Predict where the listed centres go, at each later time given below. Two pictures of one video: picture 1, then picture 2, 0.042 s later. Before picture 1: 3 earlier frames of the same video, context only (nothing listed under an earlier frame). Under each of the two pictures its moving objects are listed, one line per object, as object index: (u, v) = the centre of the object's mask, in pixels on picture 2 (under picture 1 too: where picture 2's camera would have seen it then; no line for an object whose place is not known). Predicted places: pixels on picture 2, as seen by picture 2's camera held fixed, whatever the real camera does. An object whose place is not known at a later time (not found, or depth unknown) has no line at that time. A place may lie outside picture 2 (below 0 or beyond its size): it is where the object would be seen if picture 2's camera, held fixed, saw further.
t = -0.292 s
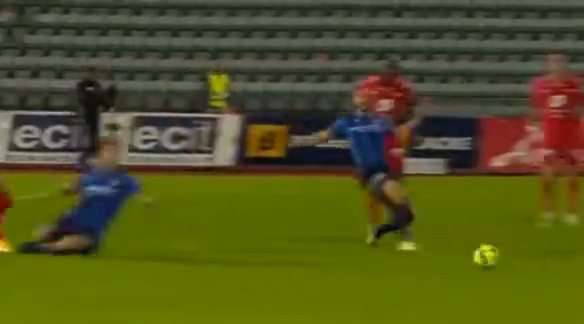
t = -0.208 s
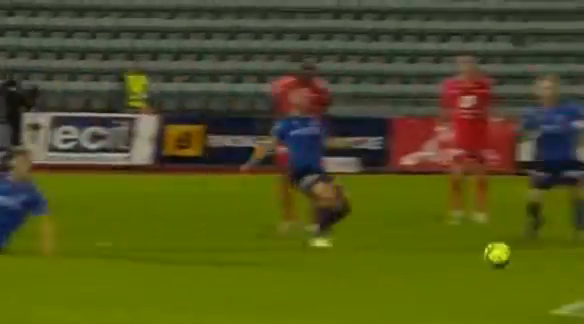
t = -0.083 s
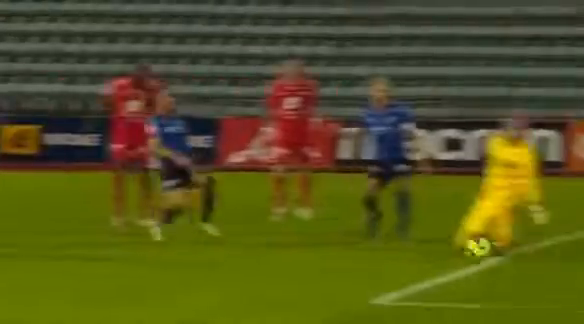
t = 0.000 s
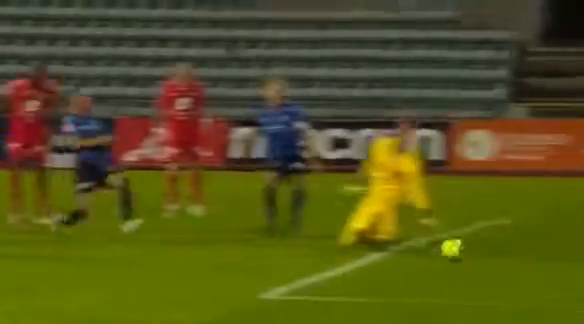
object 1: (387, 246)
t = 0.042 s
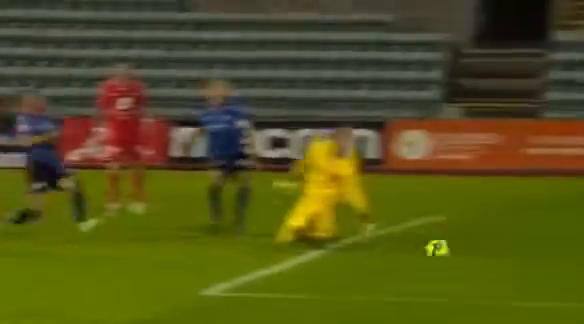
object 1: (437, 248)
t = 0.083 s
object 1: (484, 249)
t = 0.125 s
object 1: (533, 252)
